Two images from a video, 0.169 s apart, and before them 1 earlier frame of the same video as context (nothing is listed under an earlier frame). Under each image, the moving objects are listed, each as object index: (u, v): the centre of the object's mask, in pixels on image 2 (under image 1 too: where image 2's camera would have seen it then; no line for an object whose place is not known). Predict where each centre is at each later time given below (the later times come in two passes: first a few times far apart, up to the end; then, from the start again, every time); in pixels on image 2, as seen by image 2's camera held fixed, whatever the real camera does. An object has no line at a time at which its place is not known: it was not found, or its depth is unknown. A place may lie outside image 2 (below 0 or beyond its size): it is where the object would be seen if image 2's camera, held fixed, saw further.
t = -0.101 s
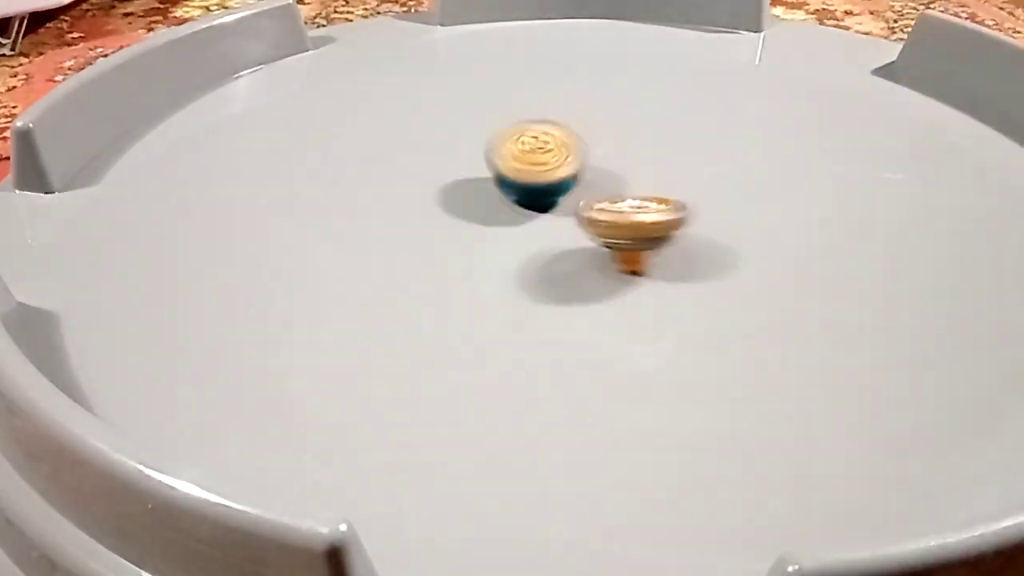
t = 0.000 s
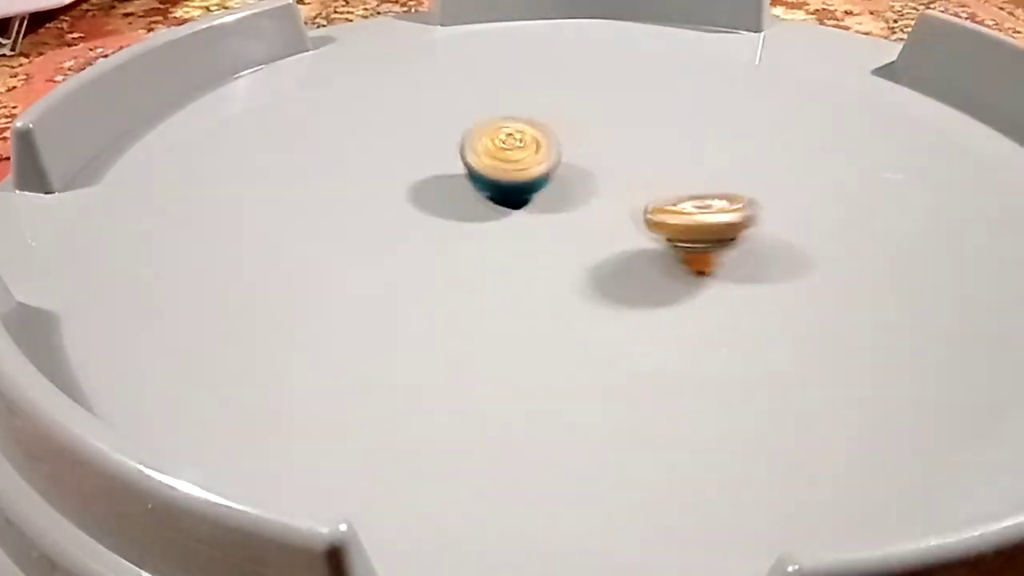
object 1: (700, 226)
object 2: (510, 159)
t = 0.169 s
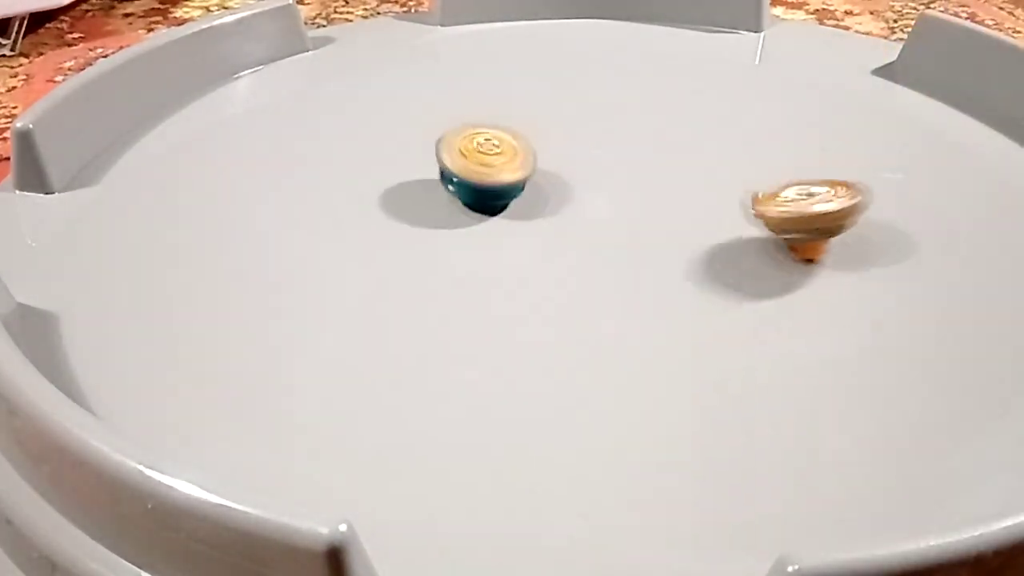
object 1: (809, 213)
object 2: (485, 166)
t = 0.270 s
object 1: (850, 202)
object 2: (478, 173)
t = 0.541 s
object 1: (866, 171)
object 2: (489, 204)
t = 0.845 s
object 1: (757, 164)
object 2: (570, 225)
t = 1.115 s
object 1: (595, 152)
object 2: (689, 243)
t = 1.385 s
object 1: (451, 155)
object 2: (783, 237)
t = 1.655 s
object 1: (373, 198)
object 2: (804, 212)
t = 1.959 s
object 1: (433, 260)
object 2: (733, 187)
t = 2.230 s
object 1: (588, 266)
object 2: (632, 181)
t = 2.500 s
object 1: (694, 213)
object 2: (521, 187)
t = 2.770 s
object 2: (462, 200)
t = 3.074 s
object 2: (487, 223)
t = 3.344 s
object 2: (577, 220)
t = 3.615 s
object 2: (686, 197)
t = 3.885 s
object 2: (728, 172)
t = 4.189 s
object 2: (707, 156)
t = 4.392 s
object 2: (669, 167)
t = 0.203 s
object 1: (823, 210)
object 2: (482, 168)
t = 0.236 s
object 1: (840, 205)
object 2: (480, 170)
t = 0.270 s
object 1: (850, 202)
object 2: (478, 173)
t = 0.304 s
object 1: (862, 196)
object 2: (476, 177)
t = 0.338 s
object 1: (866, 193)
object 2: (475, 180)
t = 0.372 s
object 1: (870, 188)
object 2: (476, 184)
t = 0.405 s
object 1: (873, 184)
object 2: (477, 187)
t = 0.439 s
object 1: (873, 180)
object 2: (478, 191)
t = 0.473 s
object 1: (872, 177)
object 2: (481, 195)
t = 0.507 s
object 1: (870, 173)
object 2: (484, 199)
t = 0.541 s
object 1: (866, 171)
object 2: (489, 204)
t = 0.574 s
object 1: (861, 168)
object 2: (495, 207)
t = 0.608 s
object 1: (854, 166)
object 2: (503, 211)
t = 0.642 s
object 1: (845, 165)
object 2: (510, 214)
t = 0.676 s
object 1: (835, 164)
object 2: (518, 217)
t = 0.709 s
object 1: (824, 164)
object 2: (527, 219)
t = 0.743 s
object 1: (808, 163)
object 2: (537, 221)
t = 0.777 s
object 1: (793, 164)
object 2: (548, 223)
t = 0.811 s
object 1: (774, 163)
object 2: (559, 224)
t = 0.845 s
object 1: (757, 164)
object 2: (570, 225)
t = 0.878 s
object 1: (737, 163)
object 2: (583, 224)
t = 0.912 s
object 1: (715, 165)
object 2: (596, 225)
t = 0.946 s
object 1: (698, 168)
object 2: (612, 224)
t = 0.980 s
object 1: (676, 163)
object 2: (624, 224)
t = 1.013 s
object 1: (654, 158)
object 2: (641, 231)
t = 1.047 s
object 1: (632, 155)
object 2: (658, 237)
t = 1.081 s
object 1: (612, 154)
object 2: (674, 241)
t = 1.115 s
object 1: (595, 152)
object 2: (689, 243)
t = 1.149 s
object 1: (575, 149)
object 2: (703, 244)
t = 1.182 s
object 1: (555, 147)
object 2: (717, 245)
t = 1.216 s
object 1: (537, 148)
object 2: (728, 244)
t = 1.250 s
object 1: (520, 148)
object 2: (740, 244)
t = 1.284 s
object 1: (500, 148)
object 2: (752, 243)
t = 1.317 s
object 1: (483, 152)
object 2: (763, 241)
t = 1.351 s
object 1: (469, 153)
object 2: (773, 240)
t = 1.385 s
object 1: (451, 155)
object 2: (783, 237)
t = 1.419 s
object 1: (436, 160)
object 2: (791, 235)
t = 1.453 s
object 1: (425, 163)
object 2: (798, 231)
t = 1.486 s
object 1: (411, 167)
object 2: (803, 228)
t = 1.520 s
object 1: (400, 173)
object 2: (806, 225)
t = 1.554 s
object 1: (391, 180)
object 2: (807, 222)
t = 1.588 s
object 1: (381, 184)
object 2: (807, 219)
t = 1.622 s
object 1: (377, 191)
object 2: (806, 215)
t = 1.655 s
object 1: (373, 198)
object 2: (804, 212)
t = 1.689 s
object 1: (369, 203)
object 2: (801, 209)
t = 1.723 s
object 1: (370, 212)
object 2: (796, 205)
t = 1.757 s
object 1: (372, 220)
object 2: (790, 203)
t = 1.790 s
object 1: (375, 225)
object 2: (783, 200)
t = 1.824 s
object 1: (384, 234)
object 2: (774, 197)
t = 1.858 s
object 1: (393, 242)
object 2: (764, 195)
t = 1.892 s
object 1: (402, 245)
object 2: (754, 191)
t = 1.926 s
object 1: (418, 252)
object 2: (743, 188)
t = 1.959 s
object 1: (433, 260)
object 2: (733, 187)
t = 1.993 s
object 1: (448, 261)
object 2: (721, 185)
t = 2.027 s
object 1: (467, 263)
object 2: (709, 184)
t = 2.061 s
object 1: (489, 269)
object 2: (698, 183)
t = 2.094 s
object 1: (508, 271)
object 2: (686, 181)
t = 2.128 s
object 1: (526, 270)
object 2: (673, 181)
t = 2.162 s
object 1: (548, 269)
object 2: (658, 181)
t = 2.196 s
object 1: (570, 268)
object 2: (644, 182)
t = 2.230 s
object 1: (588, 266)
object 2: (632, 181)
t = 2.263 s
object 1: (610, 261)
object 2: (619, 180)
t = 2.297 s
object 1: (627, 257)
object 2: (602, 182)
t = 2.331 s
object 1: (640, 253)
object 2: (587, 184)
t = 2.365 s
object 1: (656, 244)
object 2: (574, 186)
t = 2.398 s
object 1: (668, 238)
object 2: (560, 186)
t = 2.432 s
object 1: (677, 231)
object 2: (545, 187)
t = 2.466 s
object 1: (688, 220)
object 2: (532, 187)
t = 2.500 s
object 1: (694, 213)
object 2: (521, 187)
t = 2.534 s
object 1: (697, 204)
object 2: (509, 189)
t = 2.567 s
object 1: (701, 194)
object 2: (499, 189)
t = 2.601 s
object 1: (703, 185)
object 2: (491, 191)
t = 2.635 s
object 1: (700, 177)
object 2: (483, 191)
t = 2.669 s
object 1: (699, 167)
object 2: (476, 194)
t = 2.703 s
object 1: (696, 159)
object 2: (470, 195)
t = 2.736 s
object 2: (465, 198)
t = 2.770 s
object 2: (462, 200)
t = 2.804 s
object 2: (461, 203)
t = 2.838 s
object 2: (460, 205)
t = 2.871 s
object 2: (461, 209)
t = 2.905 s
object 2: (462, 211)
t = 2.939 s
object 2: (465, 215)
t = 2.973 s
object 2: (468, 216)
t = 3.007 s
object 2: (474, 220)
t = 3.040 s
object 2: (479, 221)
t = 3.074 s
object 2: (487, 223)
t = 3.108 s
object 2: (494, 224)
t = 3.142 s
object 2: (504, 225)
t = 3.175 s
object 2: (514, 225)
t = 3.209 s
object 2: (525, 225)
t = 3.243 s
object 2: (537, 224)
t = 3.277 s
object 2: (549, 223)
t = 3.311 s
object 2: (564, 220)
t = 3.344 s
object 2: (577, 220)
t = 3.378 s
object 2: (593, 216)
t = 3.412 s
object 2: (610, 215)
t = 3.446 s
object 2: (625, 211)
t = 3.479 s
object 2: (640, 209)
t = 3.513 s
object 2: (652, 206)
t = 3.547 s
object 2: (666, 203)
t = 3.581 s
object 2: (675, 200)
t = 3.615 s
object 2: (686, 197)
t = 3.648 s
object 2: (695, 194)
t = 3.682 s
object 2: (702, 191)
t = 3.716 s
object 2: (710, 188)
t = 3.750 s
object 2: (716, 185)
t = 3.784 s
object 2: (721, 182)
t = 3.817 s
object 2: (723, 179)
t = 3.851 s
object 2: (727, 176)
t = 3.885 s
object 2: (728, 172)
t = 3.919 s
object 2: (729, 170)
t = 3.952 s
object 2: (729, 167)
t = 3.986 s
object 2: (729, 164)
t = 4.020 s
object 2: (727, 161)
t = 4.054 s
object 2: (724, 158)
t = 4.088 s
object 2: (721, 157)
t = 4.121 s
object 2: (717, 155)
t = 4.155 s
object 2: (712, 155)
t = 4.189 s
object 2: (707, 156)
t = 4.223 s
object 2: (702, 157)
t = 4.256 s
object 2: (697, 160)
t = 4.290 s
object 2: (691, 161)
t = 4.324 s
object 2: (684, 163)
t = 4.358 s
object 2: (677, 165)
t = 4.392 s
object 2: (669, 167)
